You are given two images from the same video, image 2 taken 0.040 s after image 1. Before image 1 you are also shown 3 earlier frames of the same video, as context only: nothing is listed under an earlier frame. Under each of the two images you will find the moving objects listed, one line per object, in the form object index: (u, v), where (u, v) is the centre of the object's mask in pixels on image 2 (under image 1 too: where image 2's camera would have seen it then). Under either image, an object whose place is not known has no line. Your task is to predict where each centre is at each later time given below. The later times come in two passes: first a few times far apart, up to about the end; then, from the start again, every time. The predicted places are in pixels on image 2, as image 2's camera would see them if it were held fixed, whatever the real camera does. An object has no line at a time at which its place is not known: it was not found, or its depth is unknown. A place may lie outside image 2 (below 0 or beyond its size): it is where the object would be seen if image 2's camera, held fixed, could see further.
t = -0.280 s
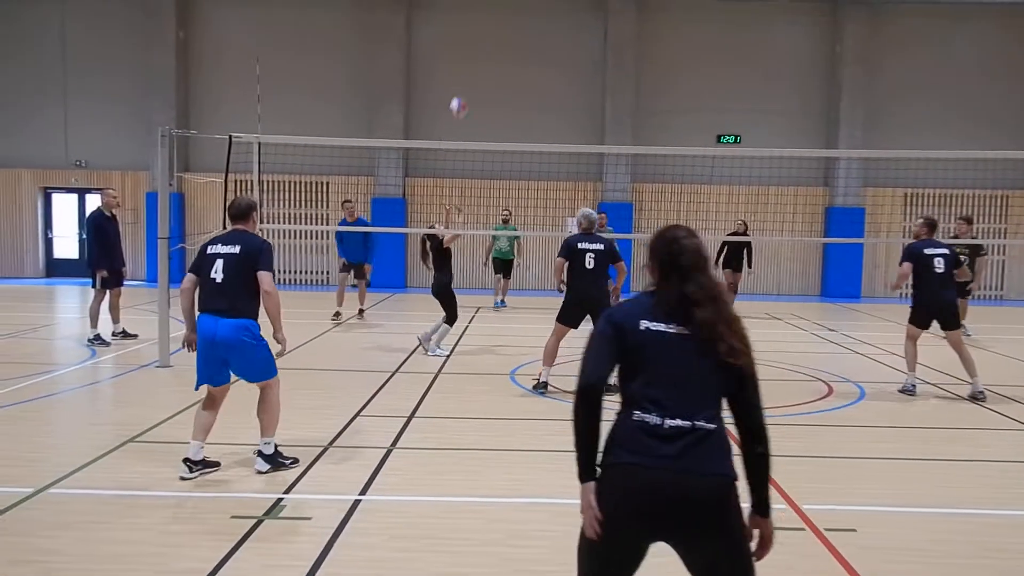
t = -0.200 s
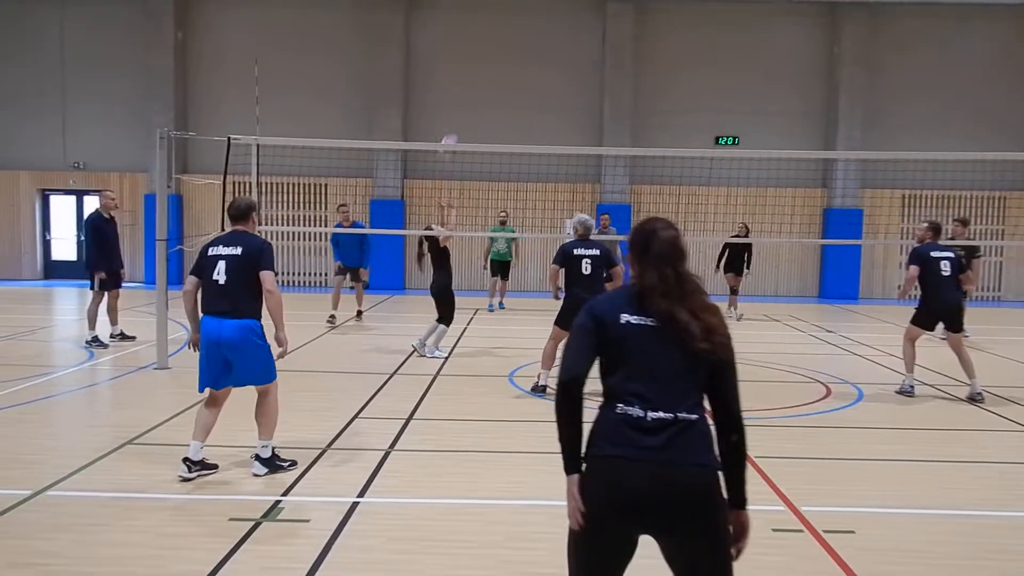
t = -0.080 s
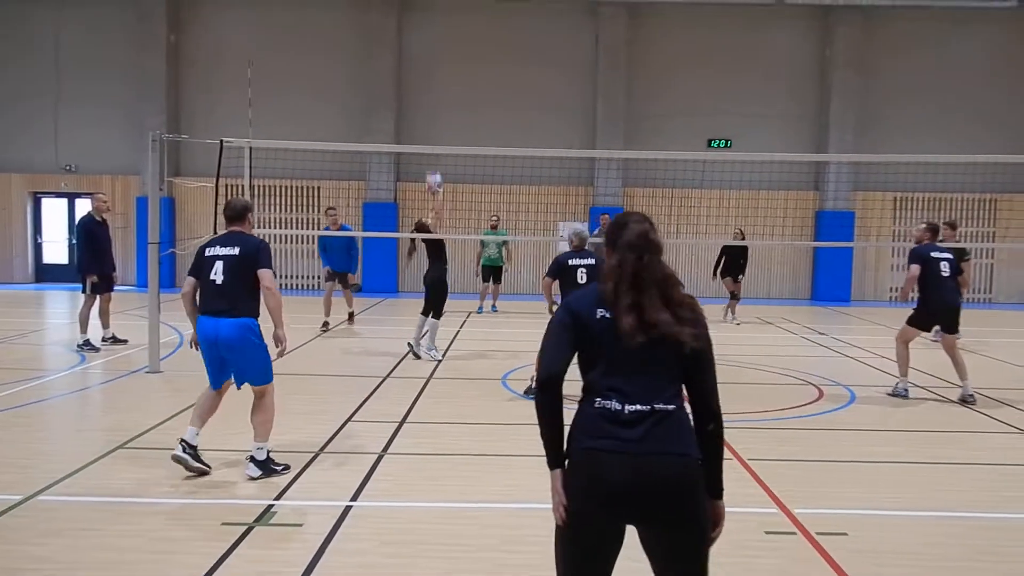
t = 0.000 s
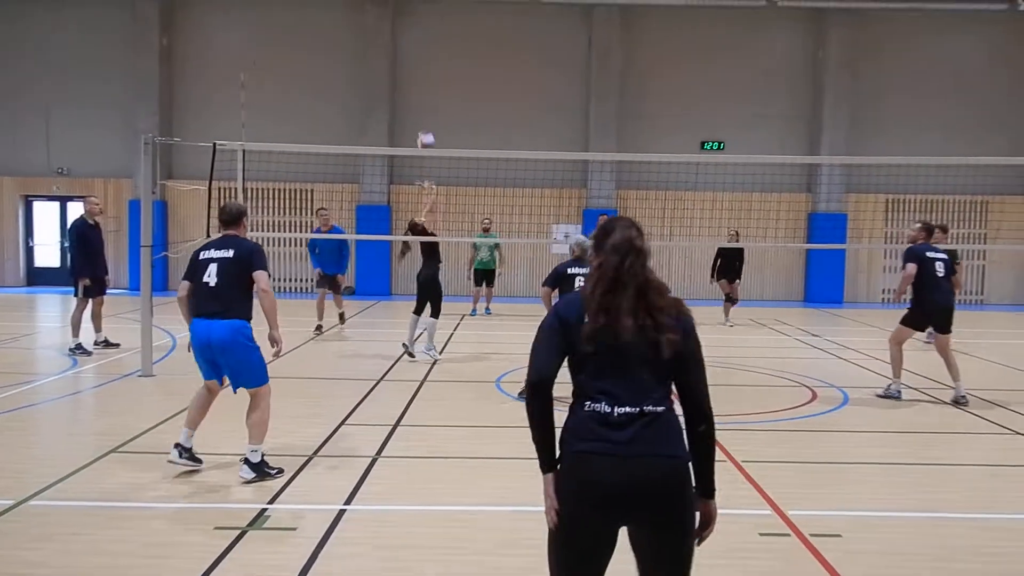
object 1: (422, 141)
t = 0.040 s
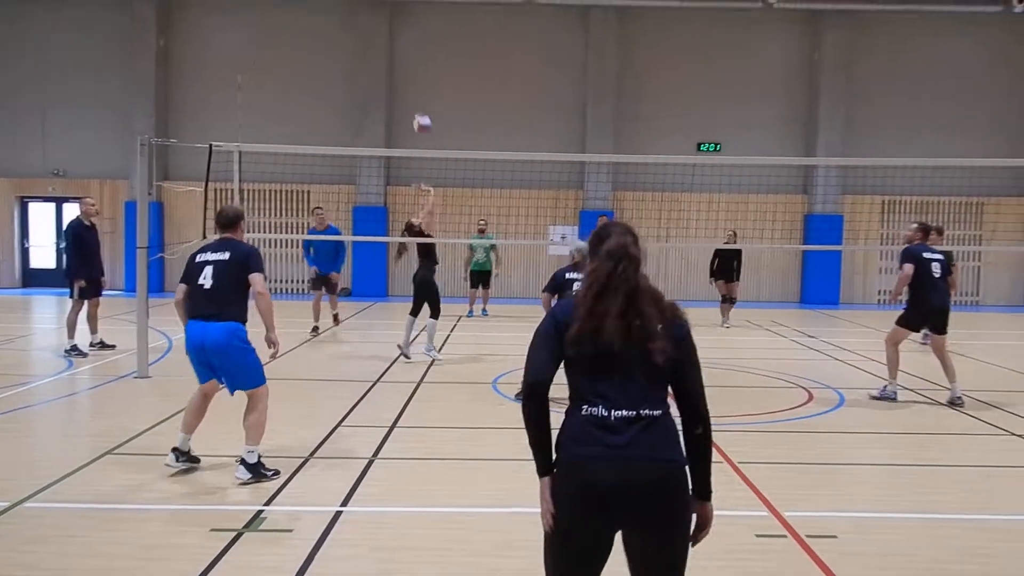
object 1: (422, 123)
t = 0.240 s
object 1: (418, 48)
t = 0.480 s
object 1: (411, 3)
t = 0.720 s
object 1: (404, 5)
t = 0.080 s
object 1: (421, 105)
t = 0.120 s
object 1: (420, 89)
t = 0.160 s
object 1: (420, 74)
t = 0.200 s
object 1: (419, 60)
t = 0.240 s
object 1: (418, 48)
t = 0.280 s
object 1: (418, 37)
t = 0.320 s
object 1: (417, 28)
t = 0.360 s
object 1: (416, 20)
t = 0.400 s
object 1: (415, 13)
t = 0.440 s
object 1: (413, 7)
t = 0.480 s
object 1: (411, 3)
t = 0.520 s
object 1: (411, 0)
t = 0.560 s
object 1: (409, -2)
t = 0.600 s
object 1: (408, -2)
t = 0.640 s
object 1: (407, -1)
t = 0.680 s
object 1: (405, 2)
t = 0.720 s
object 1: (404, 5)
